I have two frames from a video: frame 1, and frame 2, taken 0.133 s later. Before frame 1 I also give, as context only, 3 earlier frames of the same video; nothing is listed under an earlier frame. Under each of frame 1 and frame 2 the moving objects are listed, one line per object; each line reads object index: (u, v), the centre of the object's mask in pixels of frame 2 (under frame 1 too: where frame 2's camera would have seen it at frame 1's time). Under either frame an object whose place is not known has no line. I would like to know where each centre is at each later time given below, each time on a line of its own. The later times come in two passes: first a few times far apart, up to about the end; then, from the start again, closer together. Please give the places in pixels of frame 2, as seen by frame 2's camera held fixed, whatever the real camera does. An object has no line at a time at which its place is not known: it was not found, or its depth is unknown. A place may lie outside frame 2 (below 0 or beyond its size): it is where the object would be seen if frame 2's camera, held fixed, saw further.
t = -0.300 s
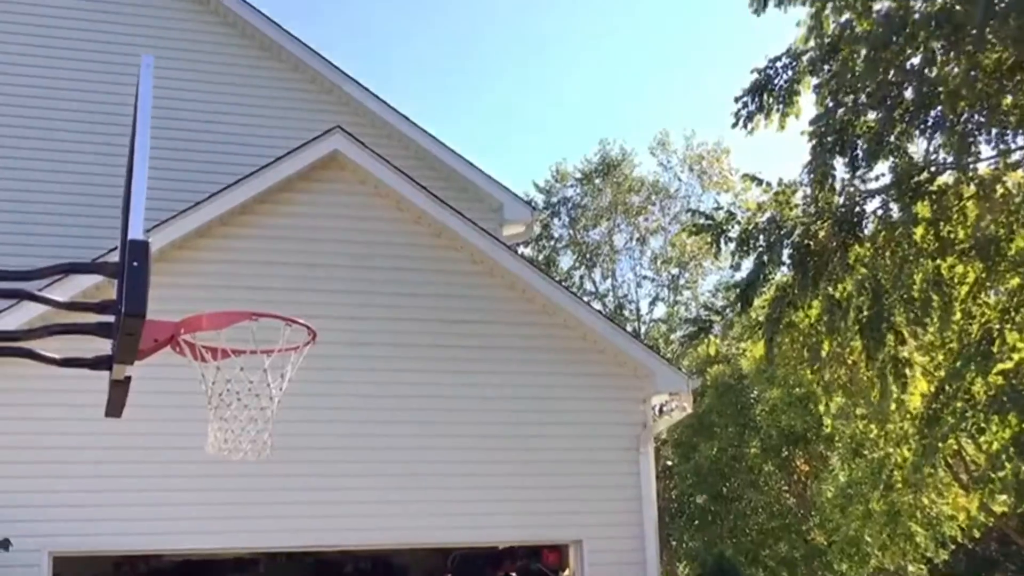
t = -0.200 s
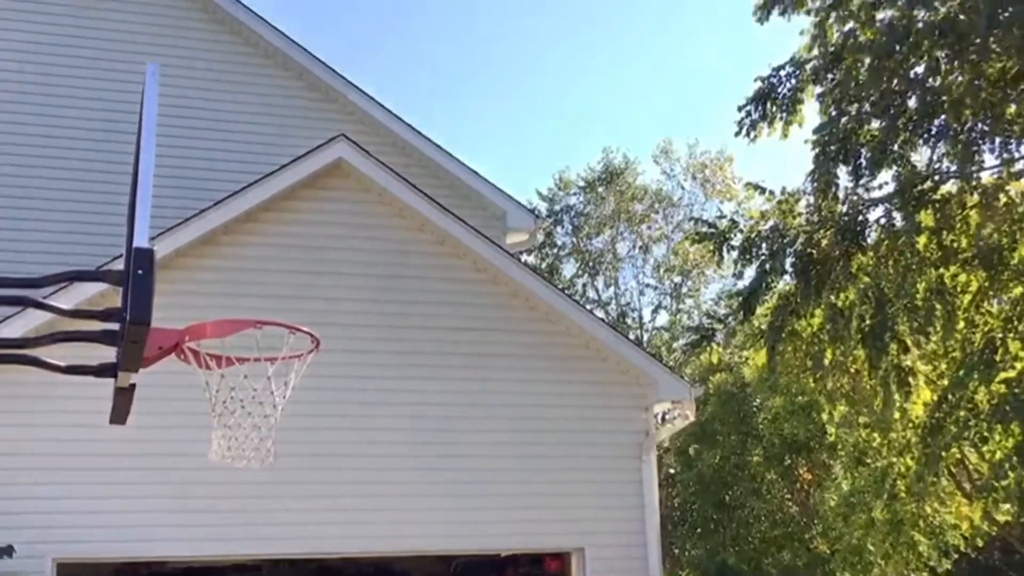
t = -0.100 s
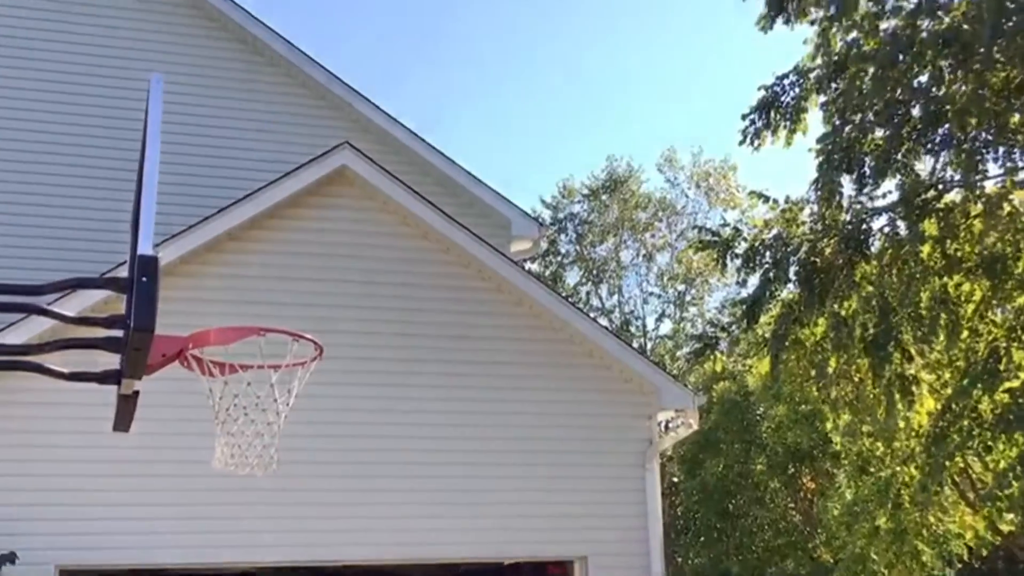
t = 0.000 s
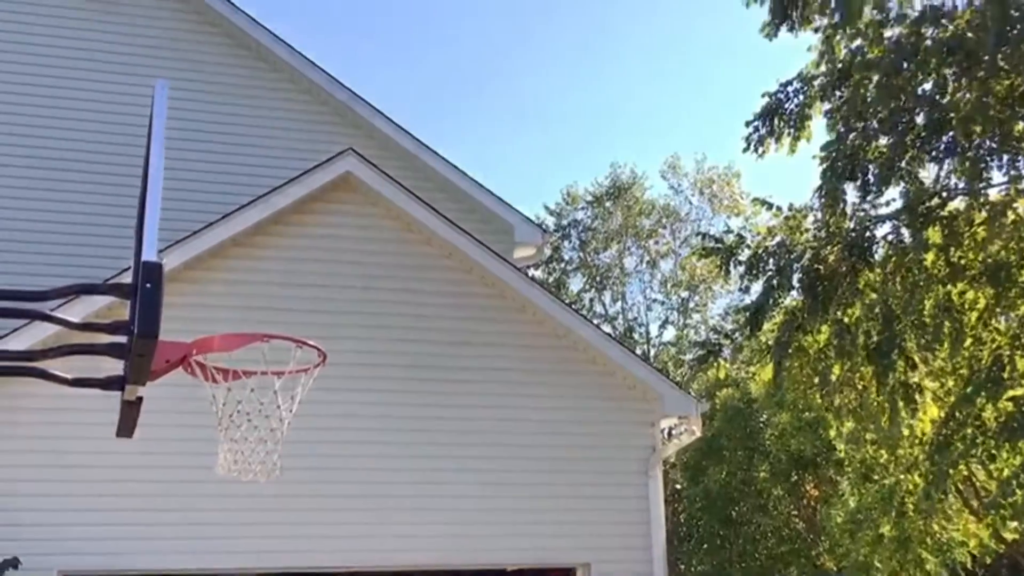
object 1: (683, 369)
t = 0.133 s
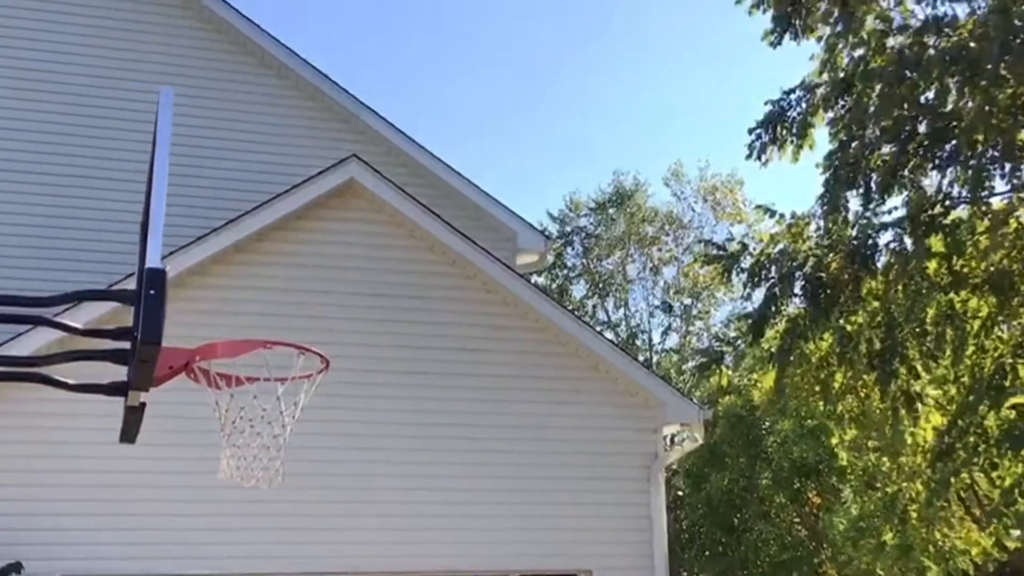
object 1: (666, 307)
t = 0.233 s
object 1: (653, 267)
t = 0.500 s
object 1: (614, 173)
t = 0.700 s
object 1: (577, 129)
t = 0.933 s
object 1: (514, 126)
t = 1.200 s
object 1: (385, 245)
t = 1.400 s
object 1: (227, 381)
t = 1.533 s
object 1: (256, 404)
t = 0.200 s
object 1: (657, 278)
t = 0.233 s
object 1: (653, 267)
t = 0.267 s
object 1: (649, 252)
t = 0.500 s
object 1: (614, 173)
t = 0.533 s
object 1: (608, 164)
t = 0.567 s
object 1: (602, 155)
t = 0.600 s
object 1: (596, 148)
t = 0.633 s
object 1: (590, 141)
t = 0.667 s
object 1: (584, 135)
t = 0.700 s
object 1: (577, 129)
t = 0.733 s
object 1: (569, 125)
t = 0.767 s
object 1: (561, 122)
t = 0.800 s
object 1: (553, 120)
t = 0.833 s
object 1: (545, 119)
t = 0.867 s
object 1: (535, 120)
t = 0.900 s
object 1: (525, 122)
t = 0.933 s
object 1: (514, 126)
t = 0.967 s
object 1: (502, 132)
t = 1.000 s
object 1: (490, 139)
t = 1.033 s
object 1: (476, 149)
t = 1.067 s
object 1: (462, 162)
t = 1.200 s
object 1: (385, 245)
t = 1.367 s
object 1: (225, 382)
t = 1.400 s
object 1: (227, 381)
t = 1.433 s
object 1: (234, 389)
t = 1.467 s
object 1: (241, 393)
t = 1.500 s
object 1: (249, 398)
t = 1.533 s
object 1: (256, 404)
